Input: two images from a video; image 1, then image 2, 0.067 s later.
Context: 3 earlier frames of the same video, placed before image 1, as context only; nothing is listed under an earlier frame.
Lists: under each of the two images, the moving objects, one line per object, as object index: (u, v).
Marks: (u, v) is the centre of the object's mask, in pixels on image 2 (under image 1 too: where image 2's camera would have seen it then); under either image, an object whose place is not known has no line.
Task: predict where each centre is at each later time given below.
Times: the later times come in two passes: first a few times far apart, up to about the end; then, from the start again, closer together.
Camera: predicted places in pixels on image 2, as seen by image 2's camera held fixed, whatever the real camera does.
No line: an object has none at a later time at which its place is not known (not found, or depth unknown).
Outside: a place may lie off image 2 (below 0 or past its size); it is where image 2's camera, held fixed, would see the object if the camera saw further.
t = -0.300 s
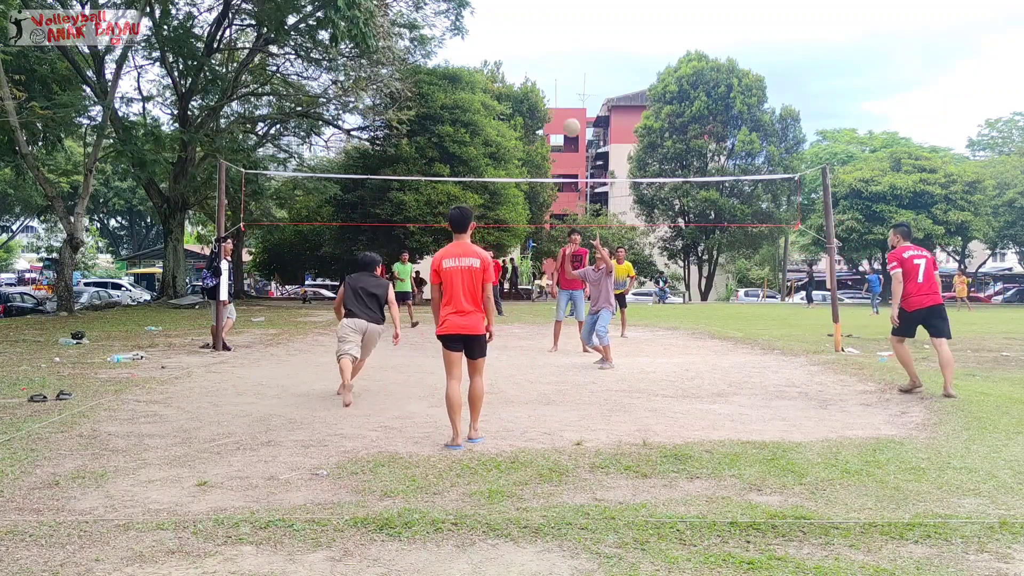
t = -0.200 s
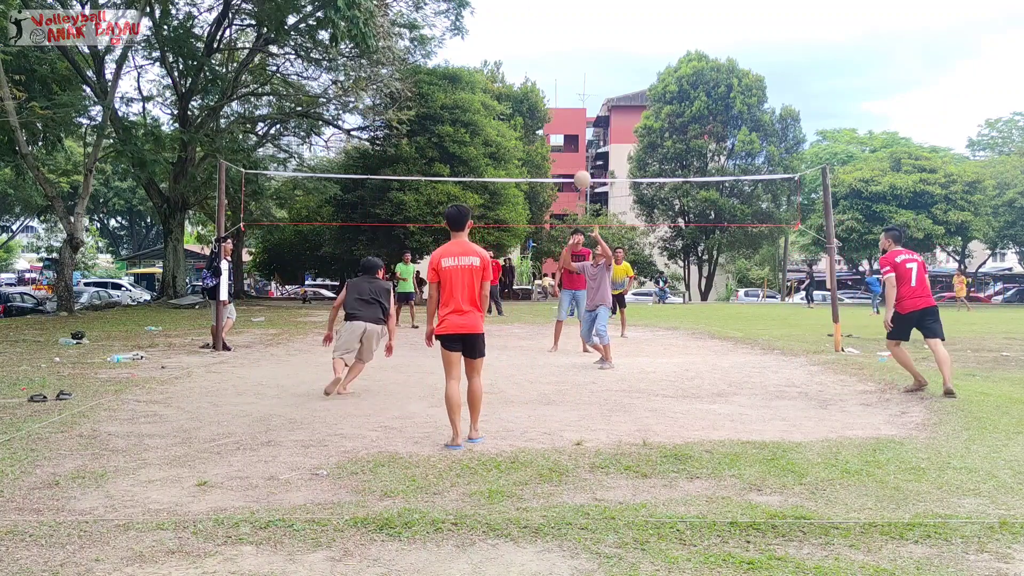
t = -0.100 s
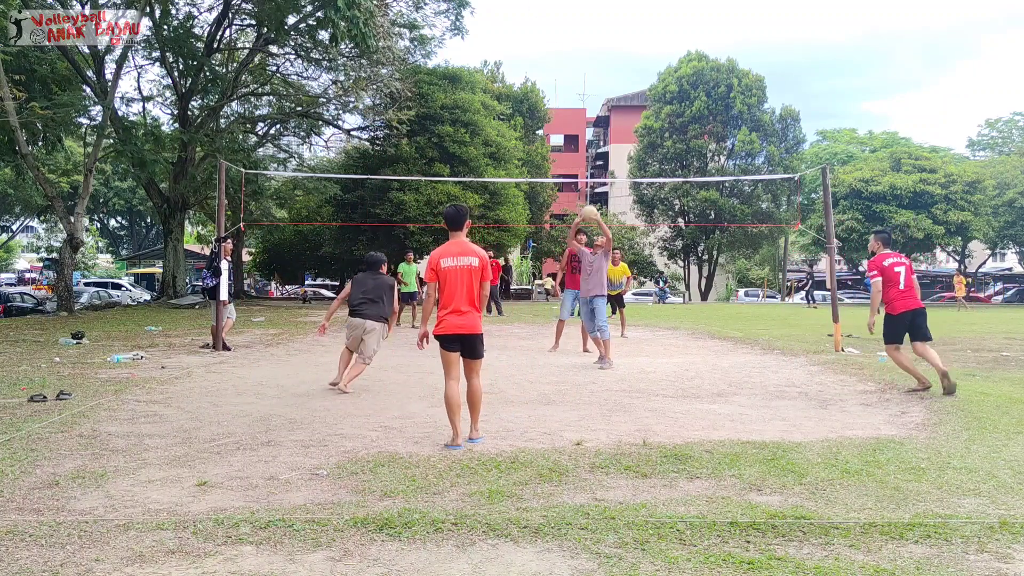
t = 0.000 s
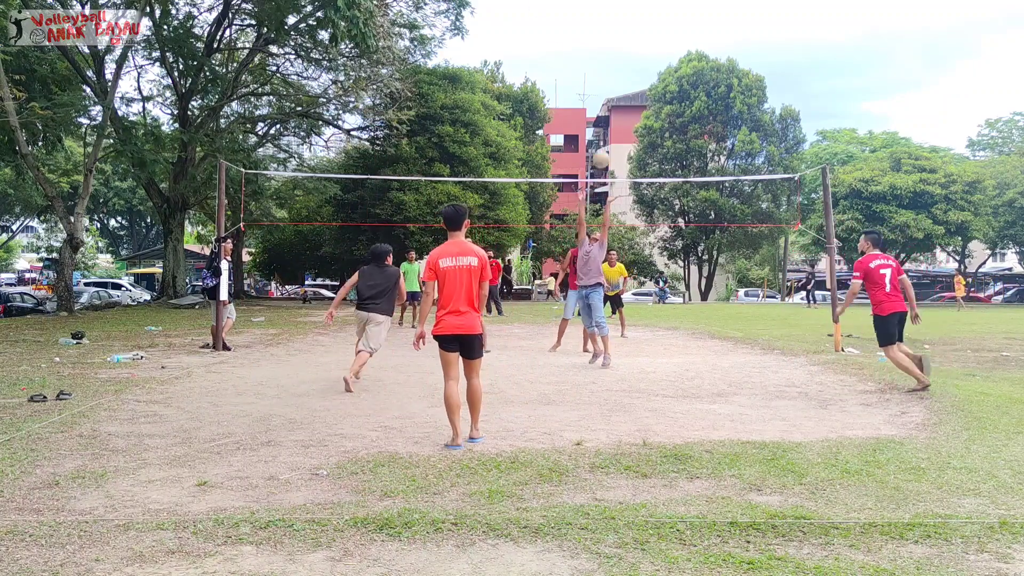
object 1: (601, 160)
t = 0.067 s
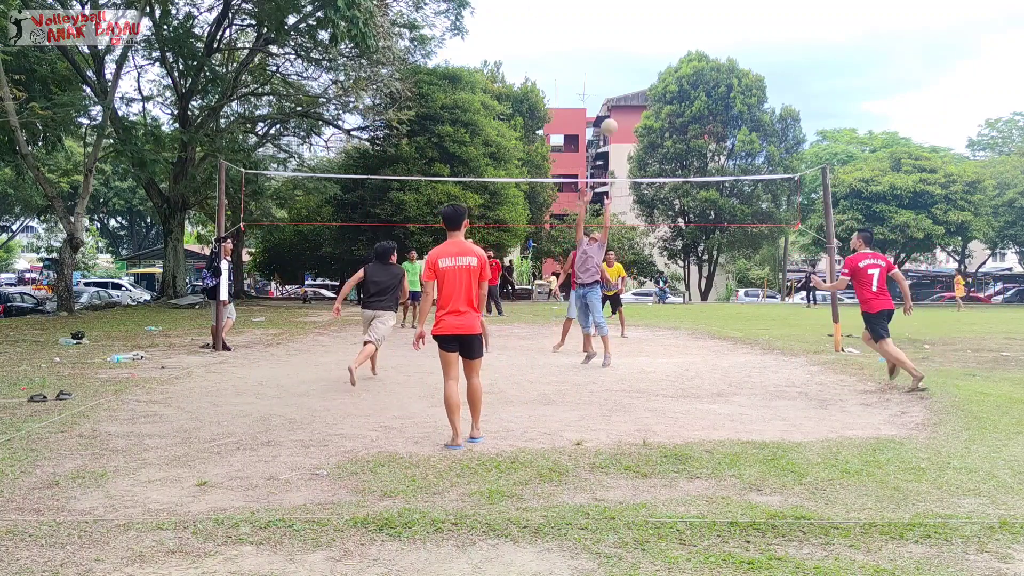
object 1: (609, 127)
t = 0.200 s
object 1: (624, 76)
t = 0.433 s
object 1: (650, 21)
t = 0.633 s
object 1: (672, 8)
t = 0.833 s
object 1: (692, 26)
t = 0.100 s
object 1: (613, 112)
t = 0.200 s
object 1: (624, 76)
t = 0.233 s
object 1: (628, 65)
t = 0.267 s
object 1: (632, 55)
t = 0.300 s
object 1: (635, 47)
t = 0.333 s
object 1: (639, 39)
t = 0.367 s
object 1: (643, 32)
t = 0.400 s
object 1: (647, 26)
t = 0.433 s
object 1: (650, 21)
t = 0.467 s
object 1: (654, 17)
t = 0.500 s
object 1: (657, 13)
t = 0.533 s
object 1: (661, 11)
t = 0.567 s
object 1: (665, 9)
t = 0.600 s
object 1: (668, 8)
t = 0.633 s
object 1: (672, 8)
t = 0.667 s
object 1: (675, 9)
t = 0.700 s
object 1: (678, 11)
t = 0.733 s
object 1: (682, 13)
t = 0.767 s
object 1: (685, 17)
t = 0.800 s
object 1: (689, 21)
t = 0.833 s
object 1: (692, 26)
